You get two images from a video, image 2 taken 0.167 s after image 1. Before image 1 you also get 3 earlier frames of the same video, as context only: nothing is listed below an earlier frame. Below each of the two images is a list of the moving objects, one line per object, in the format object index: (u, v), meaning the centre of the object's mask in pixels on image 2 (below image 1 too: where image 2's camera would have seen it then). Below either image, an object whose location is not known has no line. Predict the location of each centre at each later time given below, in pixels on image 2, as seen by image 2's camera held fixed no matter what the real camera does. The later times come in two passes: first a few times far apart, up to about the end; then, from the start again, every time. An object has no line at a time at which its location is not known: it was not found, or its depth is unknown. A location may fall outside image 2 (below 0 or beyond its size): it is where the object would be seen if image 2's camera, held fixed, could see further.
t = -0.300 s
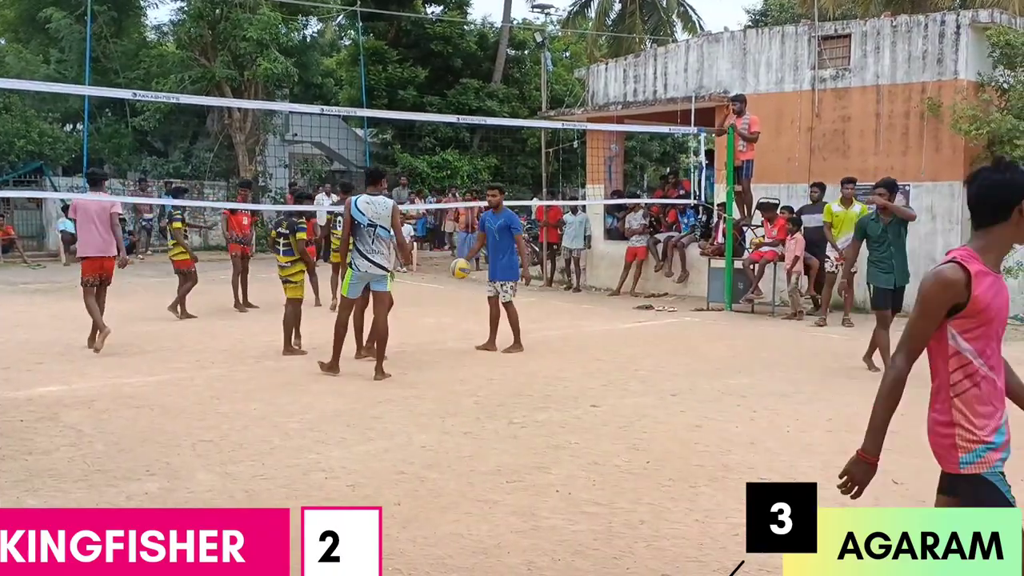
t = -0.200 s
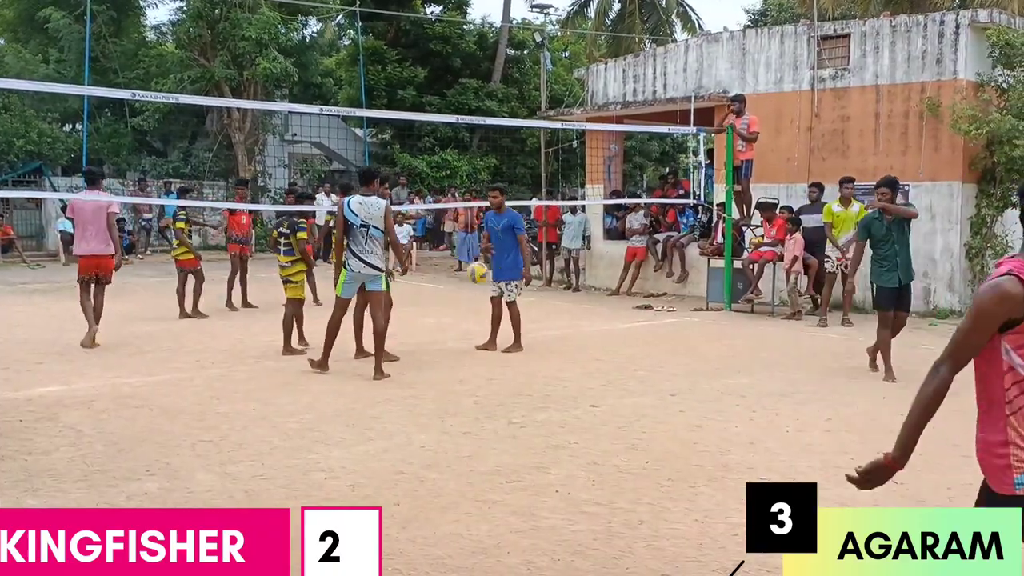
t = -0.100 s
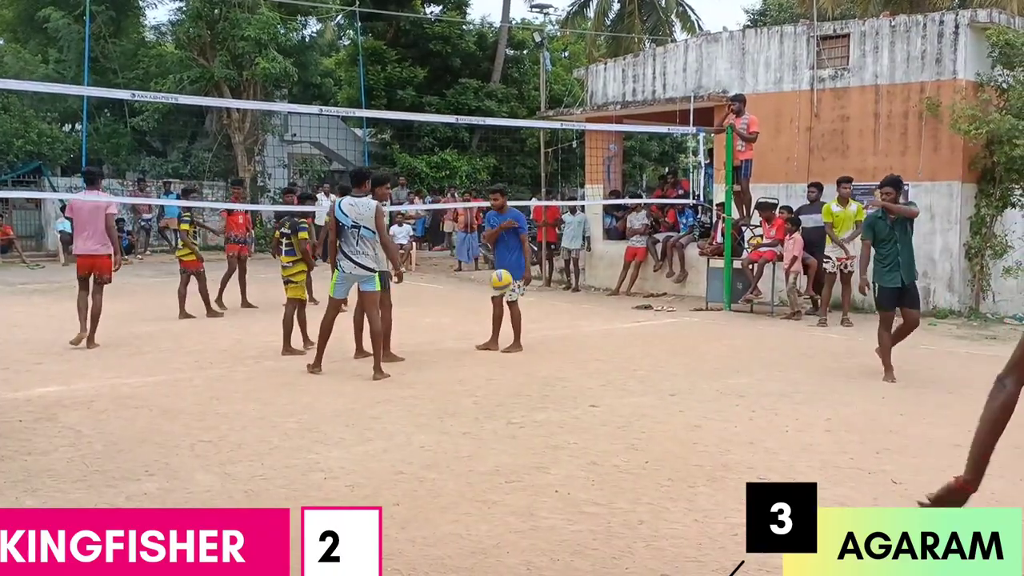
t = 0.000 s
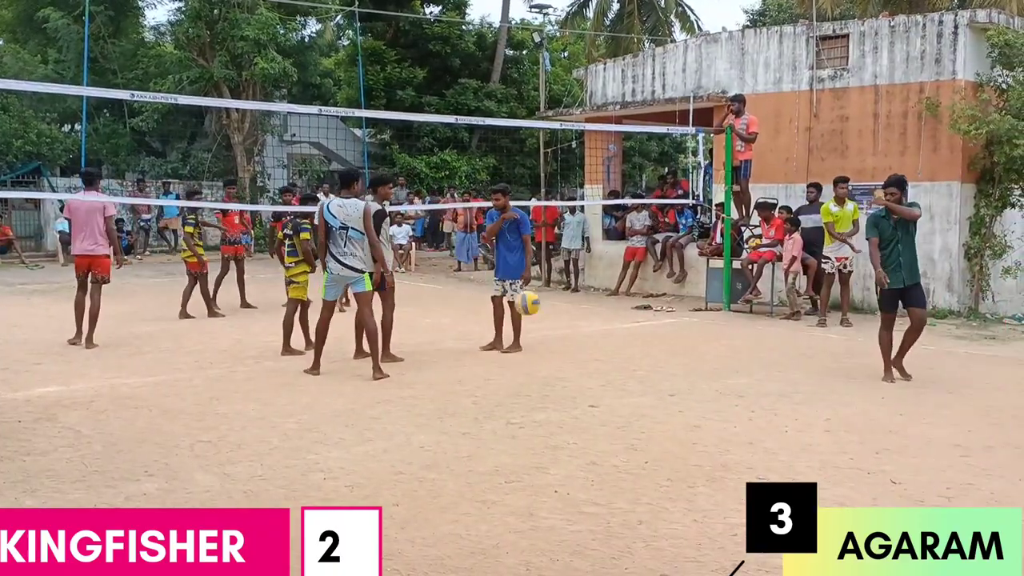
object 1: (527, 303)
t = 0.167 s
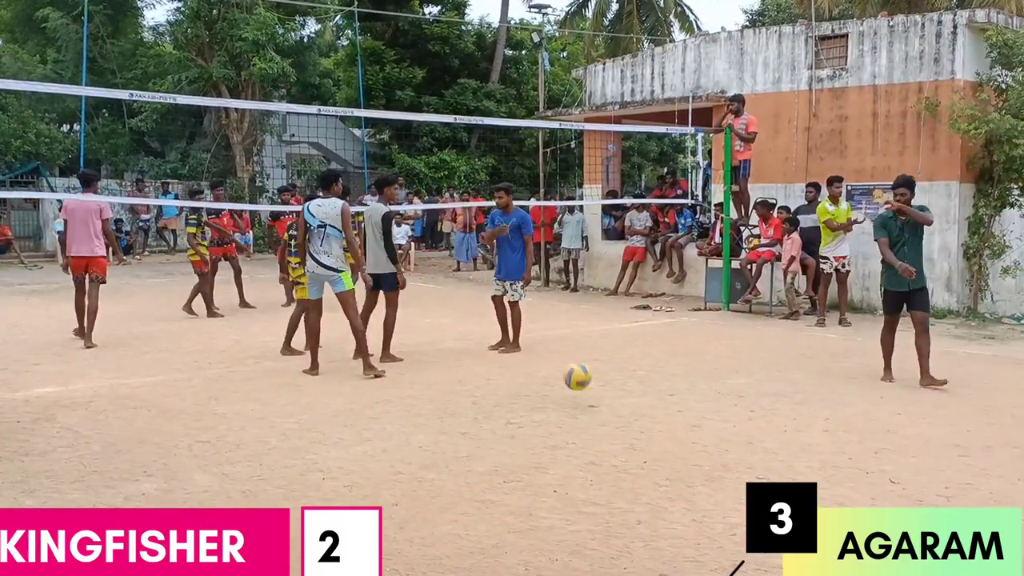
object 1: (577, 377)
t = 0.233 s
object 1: (596, 397)
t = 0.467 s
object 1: (661, 340)
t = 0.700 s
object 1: (745, 371)
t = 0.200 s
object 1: (589, 398)
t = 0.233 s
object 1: (596, 397)
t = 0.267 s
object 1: (605, 385)
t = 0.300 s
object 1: (613, 374)
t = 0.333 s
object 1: (622, 363)
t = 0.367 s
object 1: (631, 356)
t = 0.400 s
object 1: (641, 350)
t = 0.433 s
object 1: (650, 344)
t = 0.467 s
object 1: (661, 340)
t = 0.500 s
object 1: (671, 339)
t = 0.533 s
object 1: (683, 339)
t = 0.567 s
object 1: (694, 341)
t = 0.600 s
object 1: (706, 344)
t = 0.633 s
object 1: (719, 352)
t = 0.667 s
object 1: (731, 360)
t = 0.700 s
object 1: (745, 371)
